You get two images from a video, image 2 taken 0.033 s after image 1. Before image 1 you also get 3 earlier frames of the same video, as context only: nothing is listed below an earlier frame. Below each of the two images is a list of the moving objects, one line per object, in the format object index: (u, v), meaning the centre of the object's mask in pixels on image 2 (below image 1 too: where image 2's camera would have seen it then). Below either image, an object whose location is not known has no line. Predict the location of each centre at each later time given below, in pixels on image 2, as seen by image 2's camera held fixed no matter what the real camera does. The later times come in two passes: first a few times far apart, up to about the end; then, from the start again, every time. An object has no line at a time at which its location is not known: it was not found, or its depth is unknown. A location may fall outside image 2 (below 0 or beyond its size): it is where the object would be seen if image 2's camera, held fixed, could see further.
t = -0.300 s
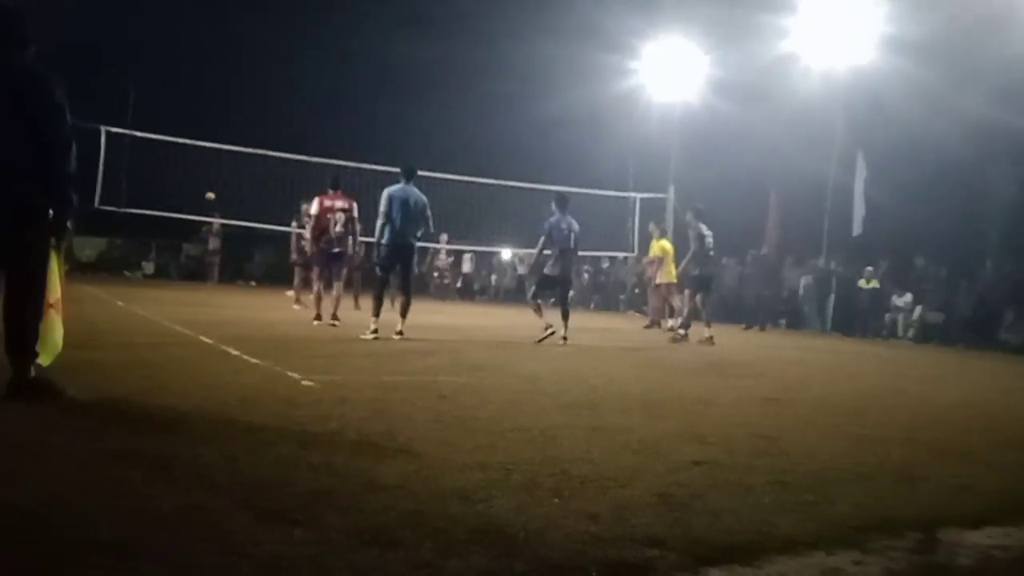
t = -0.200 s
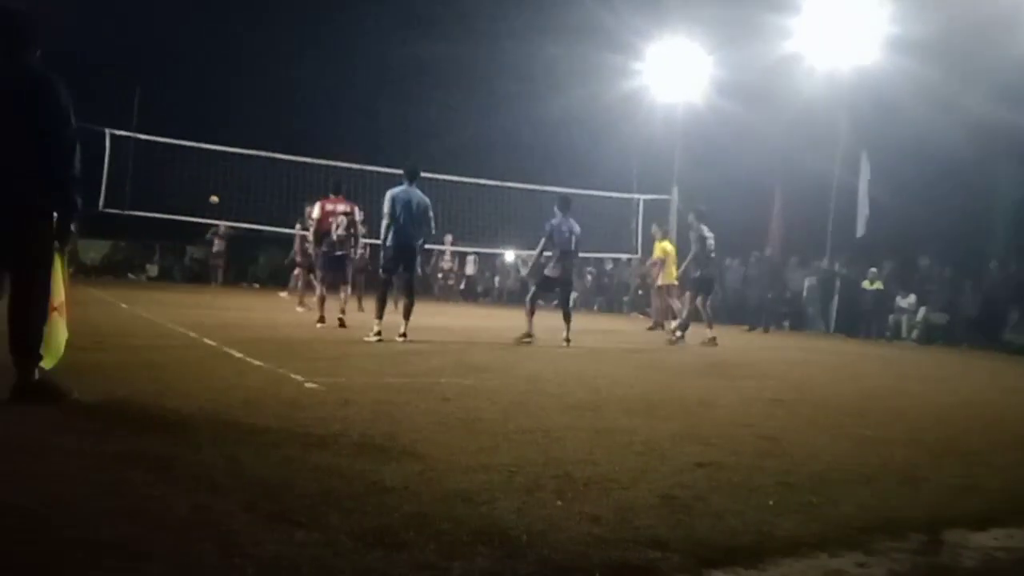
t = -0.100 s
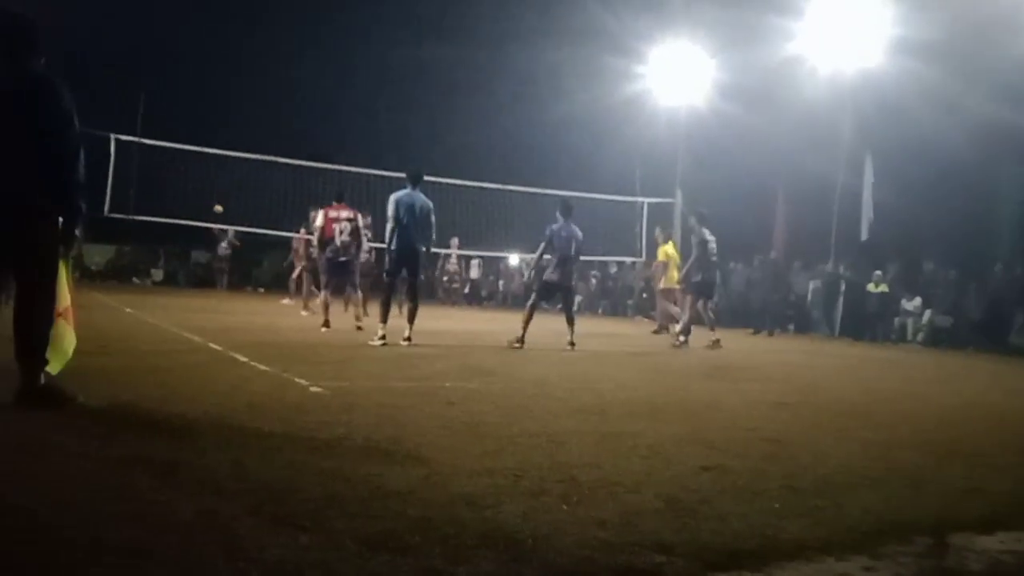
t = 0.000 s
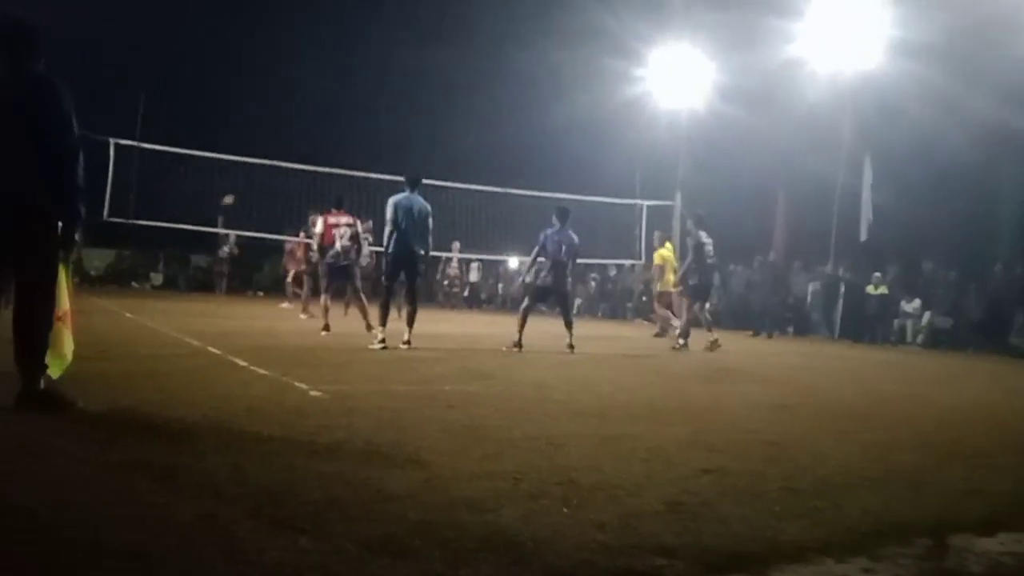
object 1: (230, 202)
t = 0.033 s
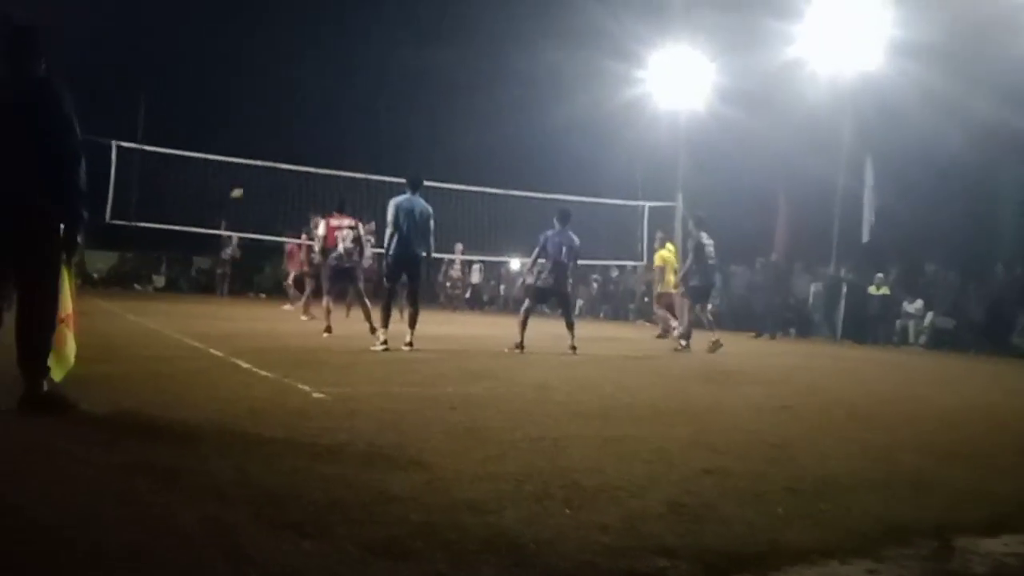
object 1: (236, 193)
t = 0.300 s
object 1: (292, 136)
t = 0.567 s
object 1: (353, 105)
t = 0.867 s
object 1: (431, 113)
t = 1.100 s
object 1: (499, 151)
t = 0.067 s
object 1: (242, 185)
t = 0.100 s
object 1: (249, 177)
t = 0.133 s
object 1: (256, 168)
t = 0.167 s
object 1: (265, 160)
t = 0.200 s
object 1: (270, 155)
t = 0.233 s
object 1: (277, 148)
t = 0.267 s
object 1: (284, 142)
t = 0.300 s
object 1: (292, 136)
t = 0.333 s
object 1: (299, 130)
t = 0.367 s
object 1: (306, 125)
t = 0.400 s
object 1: (313, 121)
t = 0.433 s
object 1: (321, 116)
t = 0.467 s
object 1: (329, 113)
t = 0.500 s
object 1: (335, 110)
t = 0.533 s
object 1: (345, 107)
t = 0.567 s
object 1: (353, 105)
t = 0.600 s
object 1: (361, 104)
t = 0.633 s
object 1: (369, 102)
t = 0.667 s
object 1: (378, 102)
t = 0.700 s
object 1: (386, 102)
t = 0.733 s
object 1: (395, 103)
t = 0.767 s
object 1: (404, 105)
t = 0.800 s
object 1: (412, 107)
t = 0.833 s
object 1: (421, 109)
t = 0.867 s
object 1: (431, 113)
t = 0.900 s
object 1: (440, 116)
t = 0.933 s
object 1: (450, 120)
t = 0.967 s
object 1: (460, 125)
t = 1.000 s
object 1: (469, 131)
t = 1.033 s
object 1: (480, 137)
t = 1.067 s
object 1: (489, 143)
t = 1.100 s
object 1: (499, 151)
